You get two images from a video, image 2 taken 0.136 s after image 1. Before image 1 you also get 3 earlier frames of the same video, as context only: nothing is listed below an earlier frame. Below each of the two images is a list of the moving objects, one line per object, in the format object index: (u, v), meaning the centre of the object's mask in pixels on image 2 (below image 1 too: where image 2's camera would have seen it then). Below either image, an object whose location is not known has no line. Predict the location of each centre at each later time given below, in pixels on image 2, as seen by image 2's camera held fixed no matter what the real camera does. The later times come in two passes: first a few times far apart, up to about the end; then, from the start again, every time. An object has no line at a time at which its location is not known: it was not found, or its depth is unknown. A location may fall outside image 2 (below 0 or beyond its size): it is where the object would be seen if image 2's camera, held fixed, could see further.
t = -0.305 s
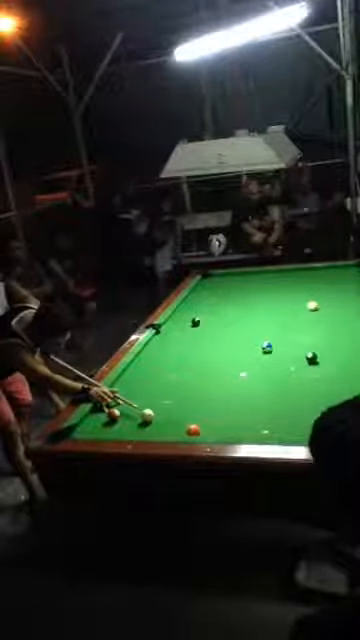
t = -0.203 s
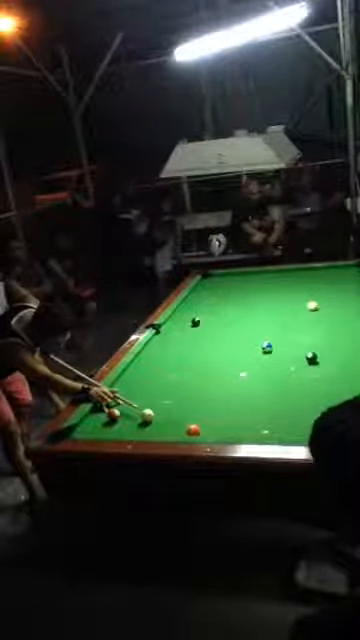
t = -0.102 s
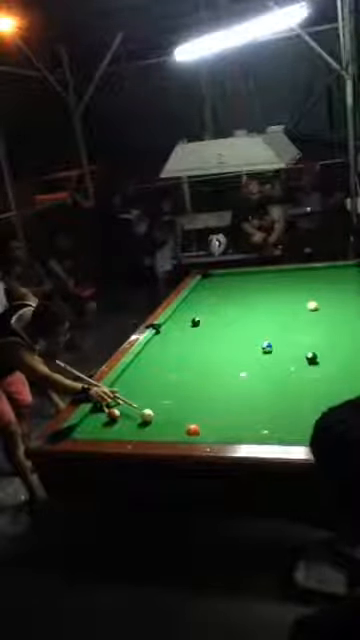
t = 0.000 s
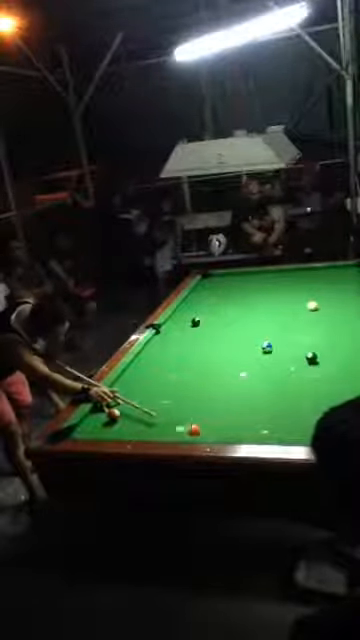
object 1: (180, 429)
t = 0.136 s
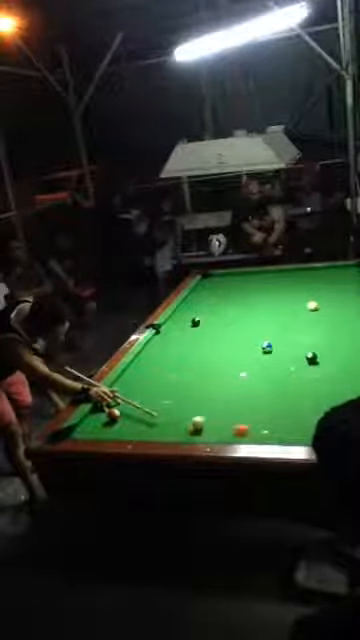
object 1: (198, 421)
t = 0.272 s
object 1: (217, 411)
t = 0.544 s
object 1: (254, 394)
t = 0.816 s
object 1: (286, 378)
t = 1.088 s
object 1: (316, 365)
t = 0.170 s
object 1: (203, 420)
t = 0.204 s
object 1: (207, 417)
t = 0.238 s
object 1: (213, 416)
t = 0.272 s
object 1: (217, 411)
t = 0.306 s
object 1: (223, 409)
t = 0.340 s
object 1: (228, 407)
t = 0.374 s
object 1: (233, 406)
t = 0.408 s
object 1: (237, 404)
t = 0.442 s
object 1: (241, 401)
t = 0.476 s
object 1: (246, 398)
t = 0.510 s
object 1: (250, 396)
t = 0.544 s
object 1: (254, 394)
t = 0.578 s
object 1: (258, 392)
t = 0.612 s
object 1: (263, 390)
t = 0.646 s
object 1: (267, 388)
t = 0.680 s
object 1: (272, 386)
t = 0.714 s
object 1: (275, 383)
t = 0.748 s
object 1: (279, 382)
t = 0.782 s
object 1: (280, 381)
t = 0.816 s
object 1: (286, 378)
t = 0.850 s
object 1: (287, 378)
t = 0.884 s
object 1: (294, 375)
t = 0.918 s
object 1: (298, 374)
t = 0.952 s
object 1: (301, 372)
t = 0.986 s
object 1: (305, 371)
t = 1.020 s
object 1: (309, 369)
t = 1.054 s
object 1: (312, 367)
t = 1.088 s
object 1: (316, 365)
